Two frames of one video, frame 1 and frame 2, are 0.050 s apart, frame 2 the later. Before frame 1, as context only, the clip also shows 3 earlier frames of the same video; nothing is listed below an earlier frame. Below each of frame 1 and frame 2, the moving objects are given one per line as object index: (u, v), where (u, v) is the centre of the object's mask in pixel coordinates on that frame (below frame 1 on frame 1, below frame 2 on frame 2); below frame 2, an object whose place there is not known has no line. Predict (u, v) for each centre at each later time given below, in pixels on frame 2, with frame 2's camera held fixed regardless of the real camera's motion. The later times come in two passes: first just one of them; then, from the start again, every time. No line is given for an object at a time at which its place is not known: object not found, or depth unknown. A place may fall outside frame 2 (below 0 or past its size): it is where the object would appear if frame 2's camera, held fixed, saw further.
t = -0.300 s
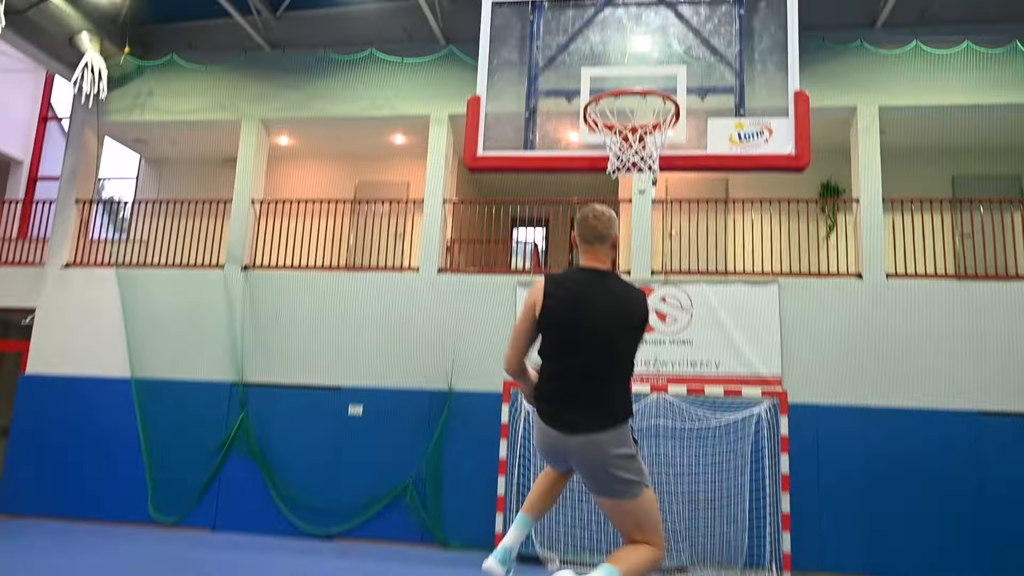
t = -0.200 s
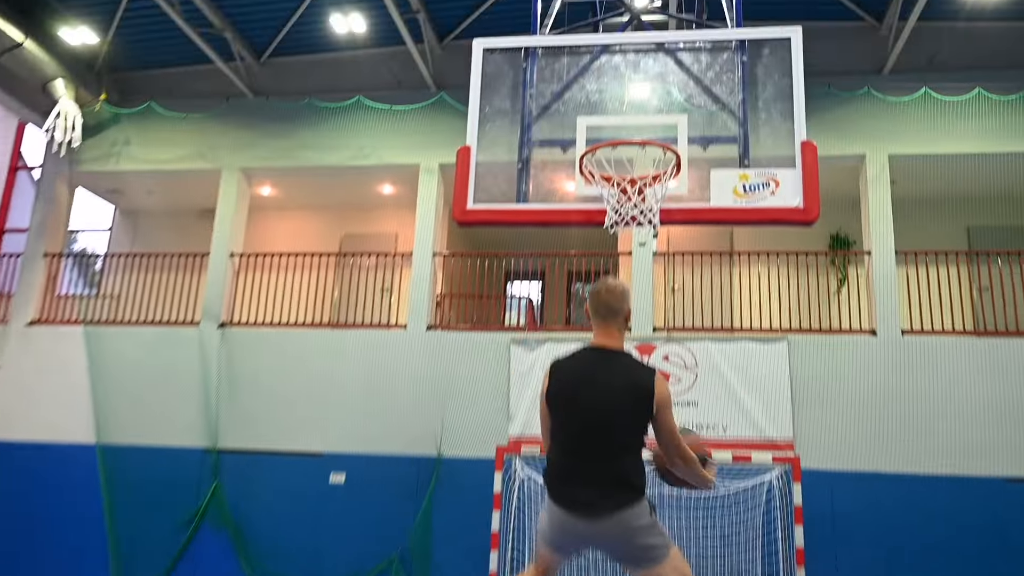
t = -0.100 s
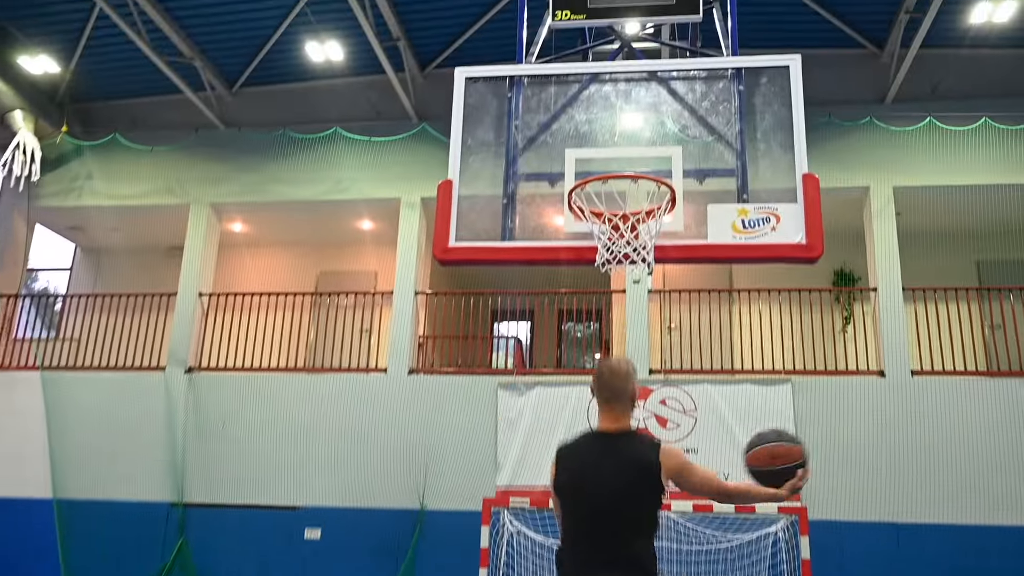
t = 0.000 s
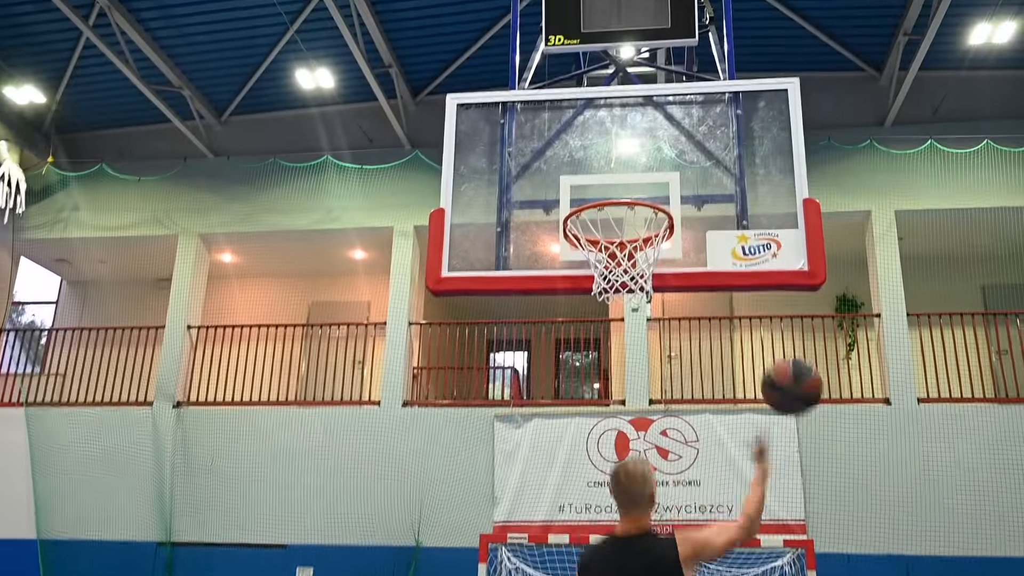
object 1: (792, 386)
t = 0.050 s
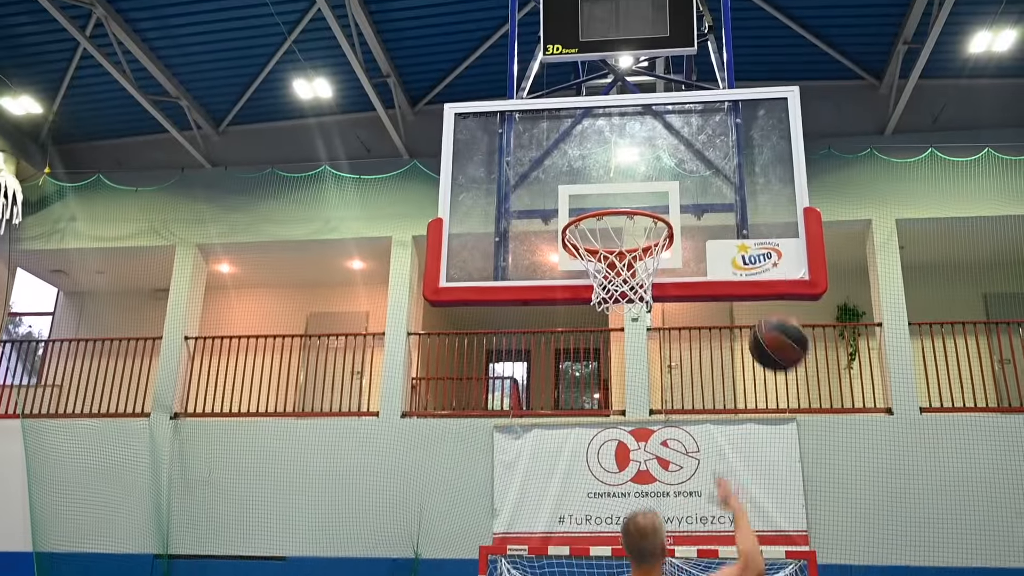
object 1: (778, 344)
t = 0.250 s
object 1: (733, 208)
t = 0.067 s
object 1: (773, 328)
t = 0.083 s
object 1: (771, 309)
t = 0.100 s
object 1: (767, 296)
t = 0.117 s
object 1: (764, 284)
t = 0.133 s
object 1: (760, 270)
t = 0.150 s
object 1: (755, 261)
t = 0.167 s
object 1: (751, 250)
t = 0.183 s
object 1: (747, 240)
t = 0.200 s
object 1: (744, 230)
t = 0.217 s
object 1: (740, 222)
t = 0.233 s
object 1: (737, 215)
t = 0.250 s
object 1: (733, 208)
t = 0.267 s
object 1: (729, 203)
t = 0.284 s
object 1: (726, 195)
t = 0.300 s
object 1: (722, 189)
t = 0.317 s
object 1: (718, 185)
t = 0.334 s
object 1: (713, 180)
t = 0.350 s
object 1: (709, 177)
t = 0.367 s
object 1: (705, 173)
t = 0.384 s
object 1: (702, 170)
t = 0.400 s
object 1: (698, 167)
